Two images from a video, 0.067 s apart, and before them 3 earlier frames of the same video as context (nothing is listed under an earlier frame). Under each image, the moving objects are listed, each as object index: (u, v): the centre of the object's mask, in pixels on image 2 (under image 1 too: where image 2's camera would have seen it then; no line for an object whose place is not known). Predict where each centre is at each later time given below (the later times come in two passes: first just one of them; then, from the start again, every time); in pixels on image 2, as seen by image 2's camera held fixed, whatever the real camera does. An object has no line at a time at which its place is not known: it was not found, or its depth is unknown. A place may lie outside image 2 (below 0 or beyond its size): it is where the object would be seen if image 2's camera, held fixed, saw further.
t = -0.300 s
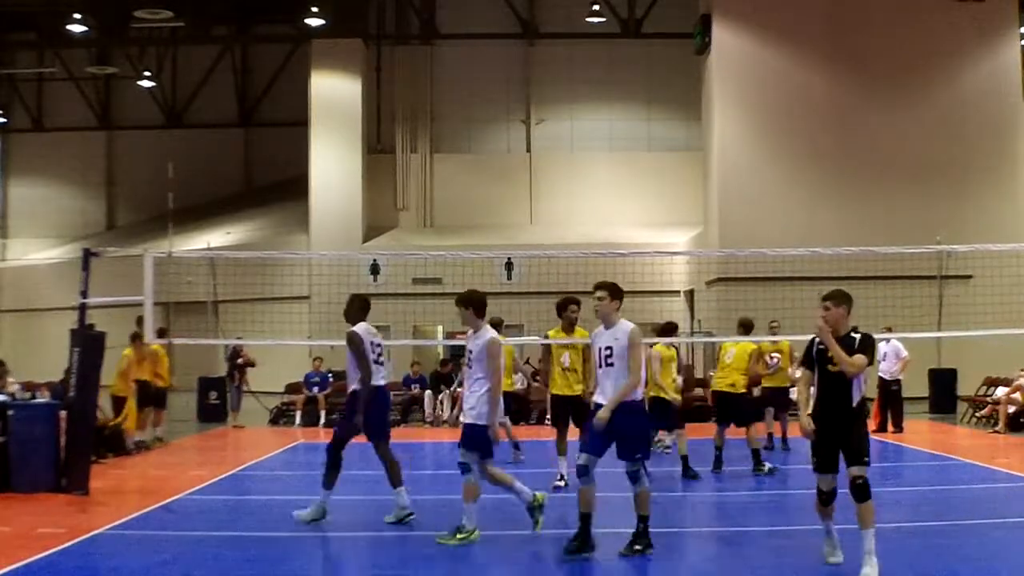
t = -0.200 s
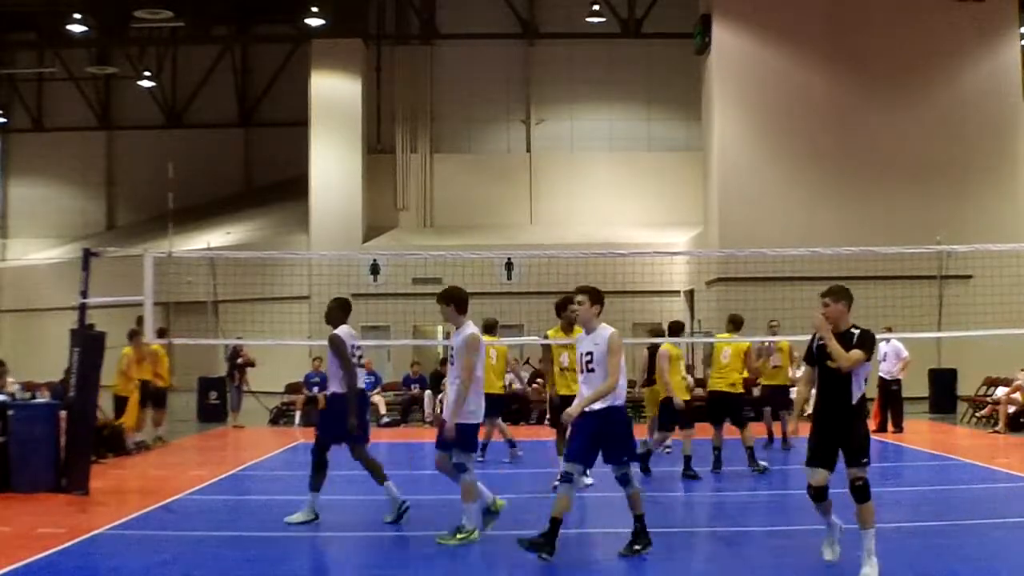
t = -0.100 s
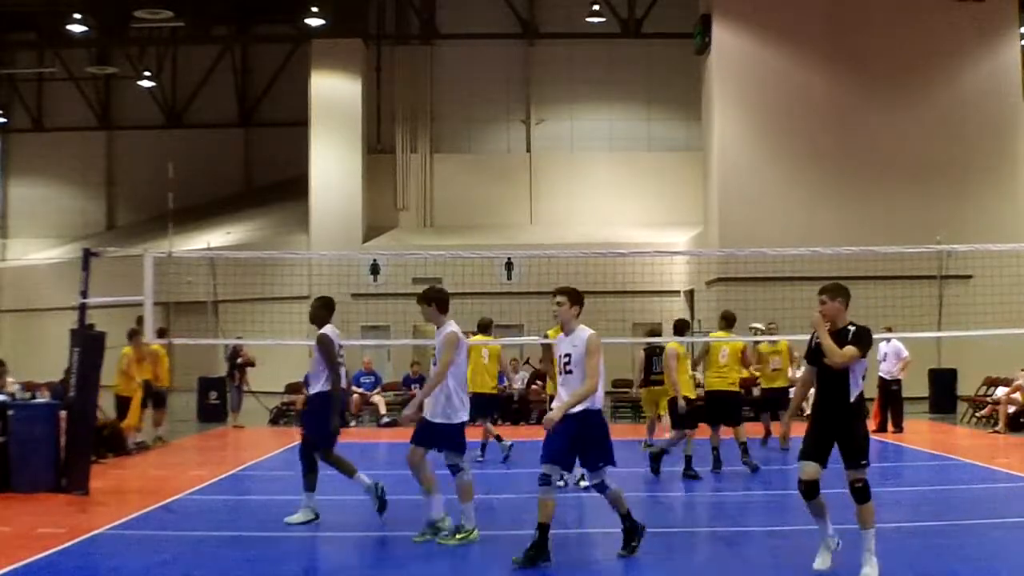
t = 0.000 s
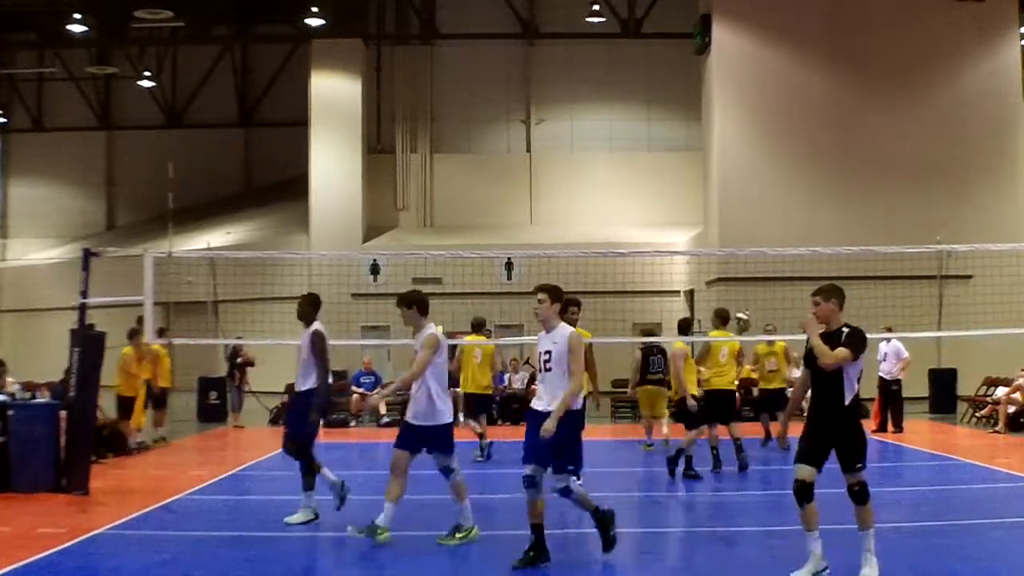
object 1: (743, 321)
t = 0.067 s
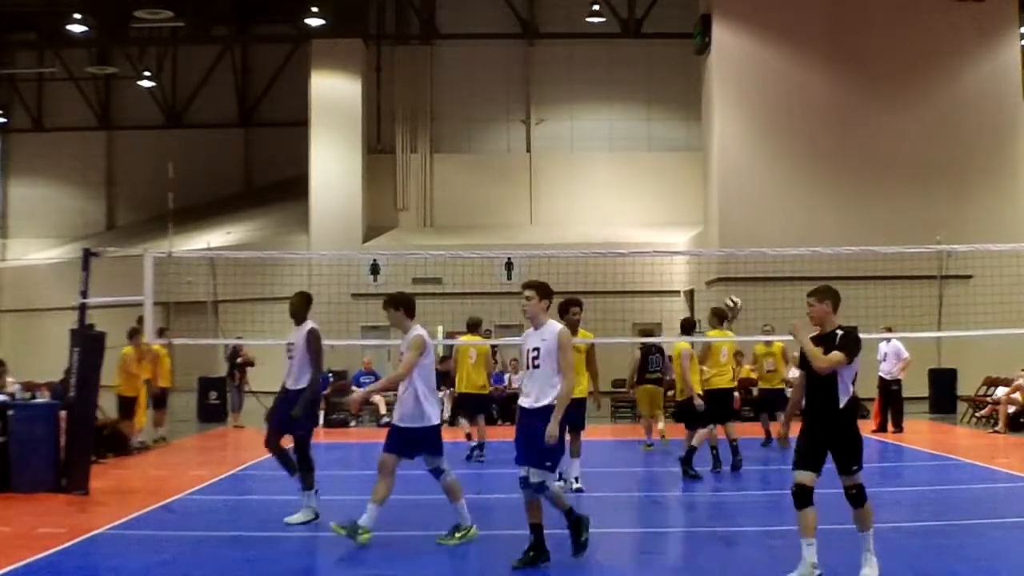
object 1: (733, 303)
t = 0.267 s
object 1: (697, 244)
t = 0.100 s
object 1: (727, 291)
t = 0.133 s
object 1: (722, 279)
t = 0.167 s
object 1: (715, 270)
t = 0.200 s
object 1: (709, 261)
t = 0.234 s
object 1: (703, 247)
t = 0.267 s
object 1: (697, 244)
